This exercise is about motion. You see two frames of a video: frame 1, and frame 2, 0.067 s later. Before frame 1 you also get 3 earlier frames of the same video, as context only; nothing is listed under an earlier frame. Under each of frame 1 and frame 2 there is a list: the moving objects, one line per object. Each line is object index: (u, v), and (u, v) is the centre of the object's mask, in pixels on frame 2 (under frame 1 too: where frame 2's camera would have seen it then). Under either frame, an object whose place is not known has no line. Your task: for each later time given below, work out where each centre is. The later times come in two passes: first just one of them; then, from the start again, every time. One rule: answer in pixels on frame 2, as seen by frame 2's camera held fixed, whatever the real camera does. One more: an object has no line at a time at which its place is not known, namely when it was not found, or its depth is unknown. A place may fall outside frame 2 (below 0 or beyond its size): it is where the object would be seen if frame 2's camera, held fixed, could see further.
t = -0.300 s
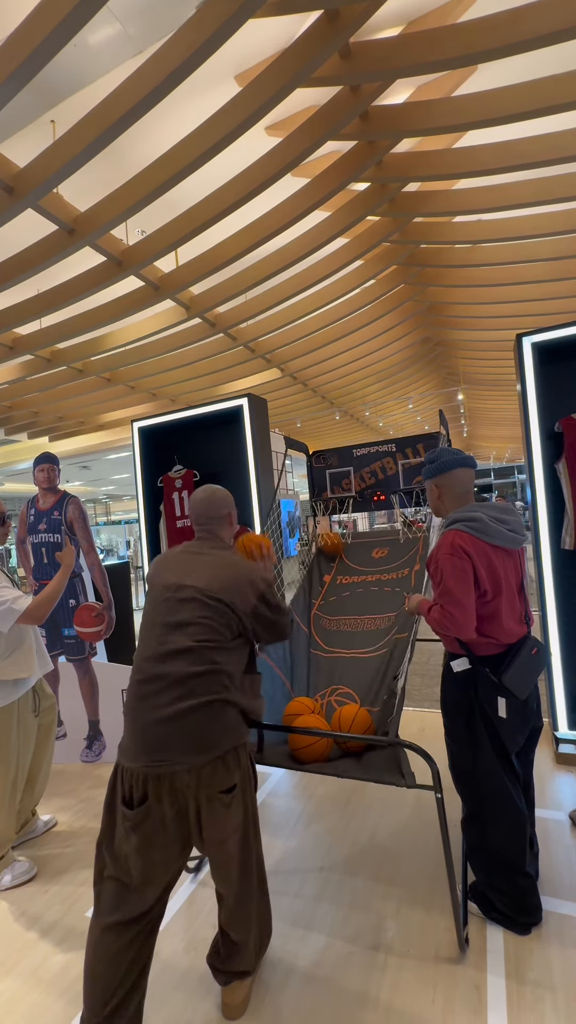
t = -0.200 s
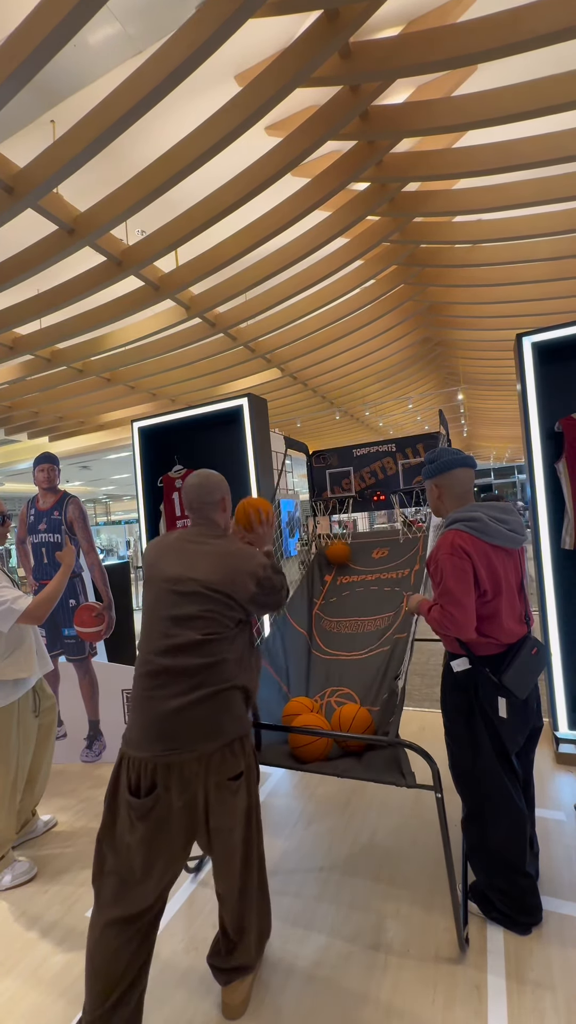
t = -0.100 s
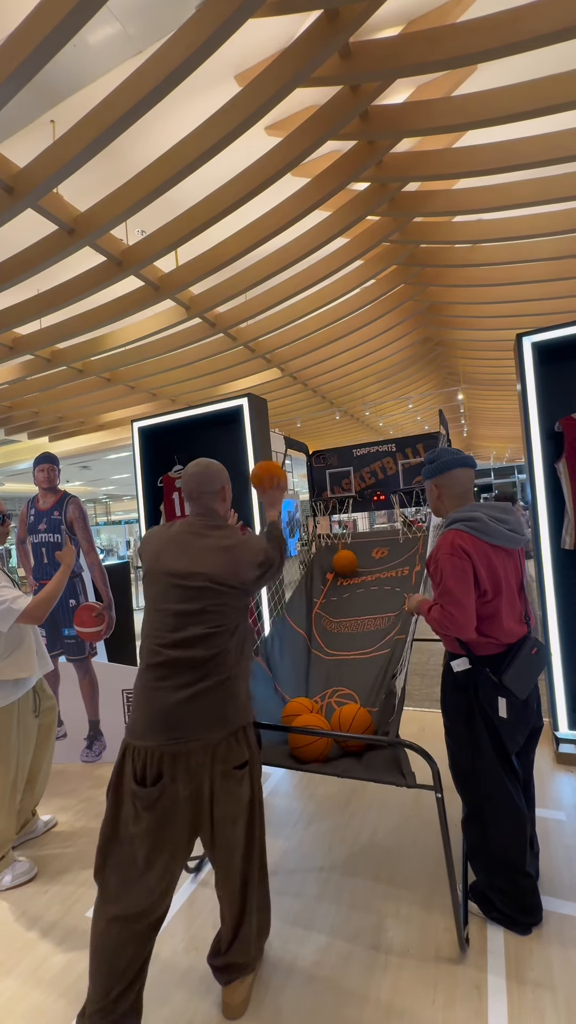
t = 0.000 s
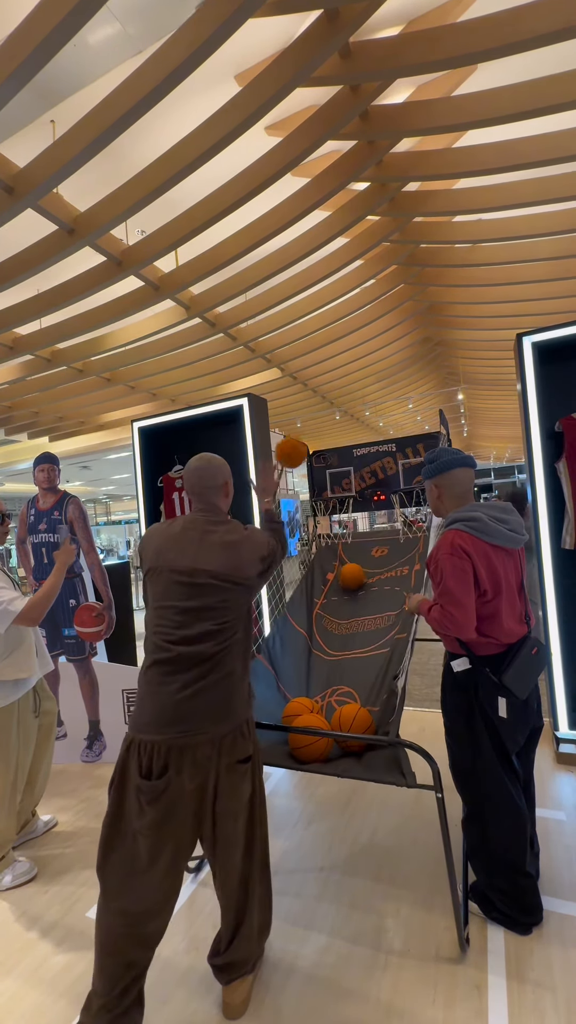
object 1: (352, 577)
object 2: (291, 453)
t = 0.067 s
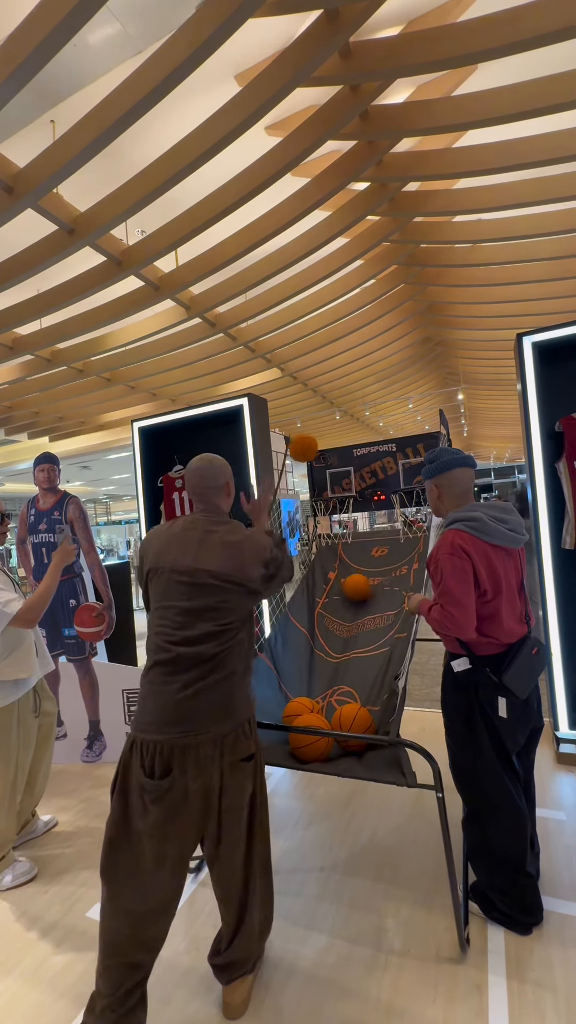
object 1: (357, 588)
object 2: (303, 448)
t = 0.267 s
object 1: (368, 628)
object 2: (333, 471)
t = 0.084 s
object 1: (358, 591)
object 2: (306, 448)
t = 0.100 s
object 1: (358, 594)
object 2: (308, 448)
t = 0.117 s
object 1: (360, 597)
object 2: (311, 449)
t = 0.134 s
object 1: (361, 600)
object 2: (315, 451)
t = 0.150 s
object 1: (362, 603)
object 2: (317, 452)
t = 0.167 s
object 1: (363, 607)
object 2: (319, 454)
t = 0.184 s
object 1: (364, 610)
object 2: (322, 456)
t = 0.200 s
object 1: (365, 613)
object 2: (324, 459)
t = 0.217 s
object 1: (366, 617)
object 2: (327, 462)
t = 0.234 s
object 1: (367, 620)
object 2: (329, 465)
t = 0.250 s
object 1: (367, 624)
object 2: (331, 468)
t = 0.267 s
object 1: (368, 628)
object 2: (333, 471)
